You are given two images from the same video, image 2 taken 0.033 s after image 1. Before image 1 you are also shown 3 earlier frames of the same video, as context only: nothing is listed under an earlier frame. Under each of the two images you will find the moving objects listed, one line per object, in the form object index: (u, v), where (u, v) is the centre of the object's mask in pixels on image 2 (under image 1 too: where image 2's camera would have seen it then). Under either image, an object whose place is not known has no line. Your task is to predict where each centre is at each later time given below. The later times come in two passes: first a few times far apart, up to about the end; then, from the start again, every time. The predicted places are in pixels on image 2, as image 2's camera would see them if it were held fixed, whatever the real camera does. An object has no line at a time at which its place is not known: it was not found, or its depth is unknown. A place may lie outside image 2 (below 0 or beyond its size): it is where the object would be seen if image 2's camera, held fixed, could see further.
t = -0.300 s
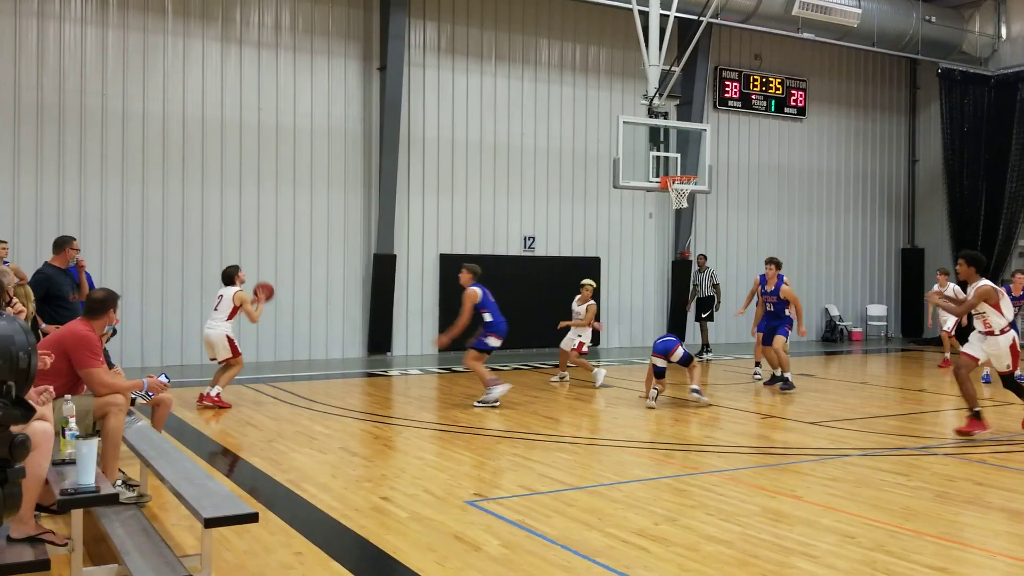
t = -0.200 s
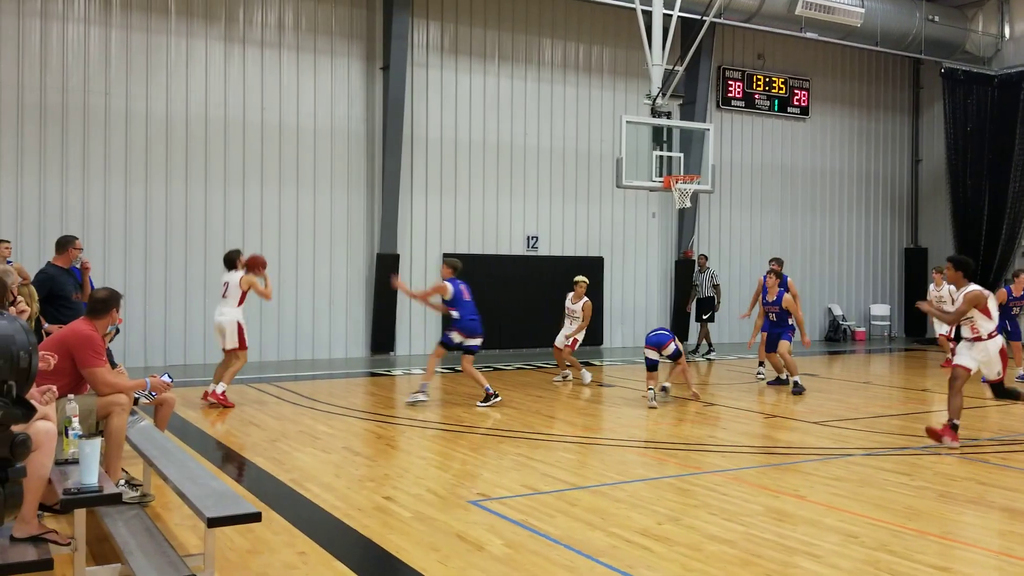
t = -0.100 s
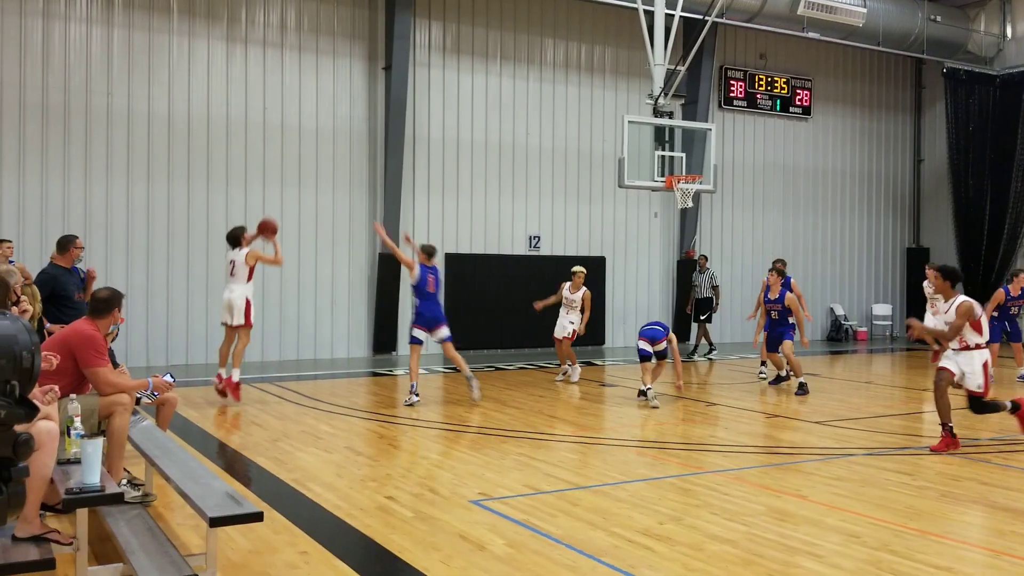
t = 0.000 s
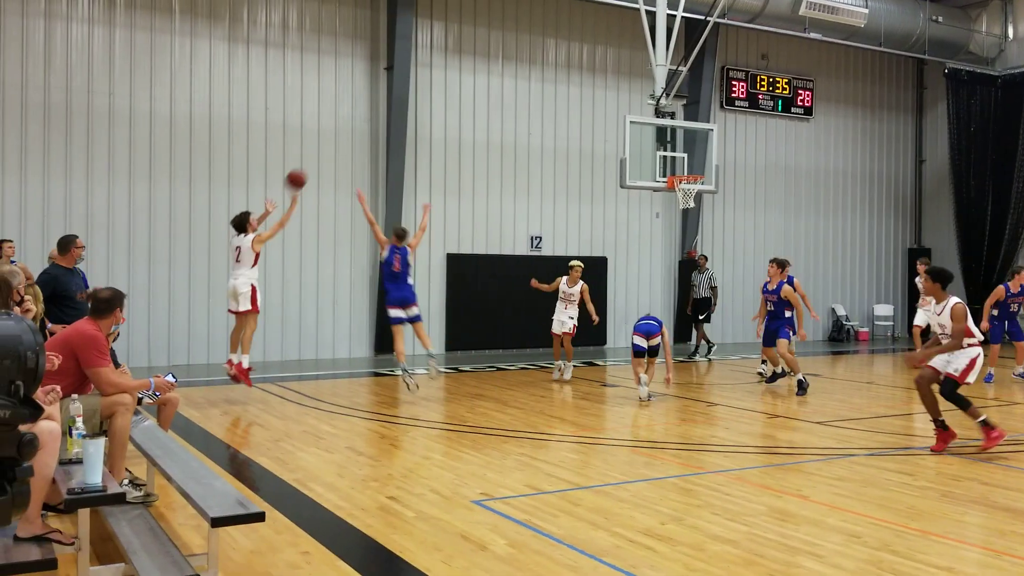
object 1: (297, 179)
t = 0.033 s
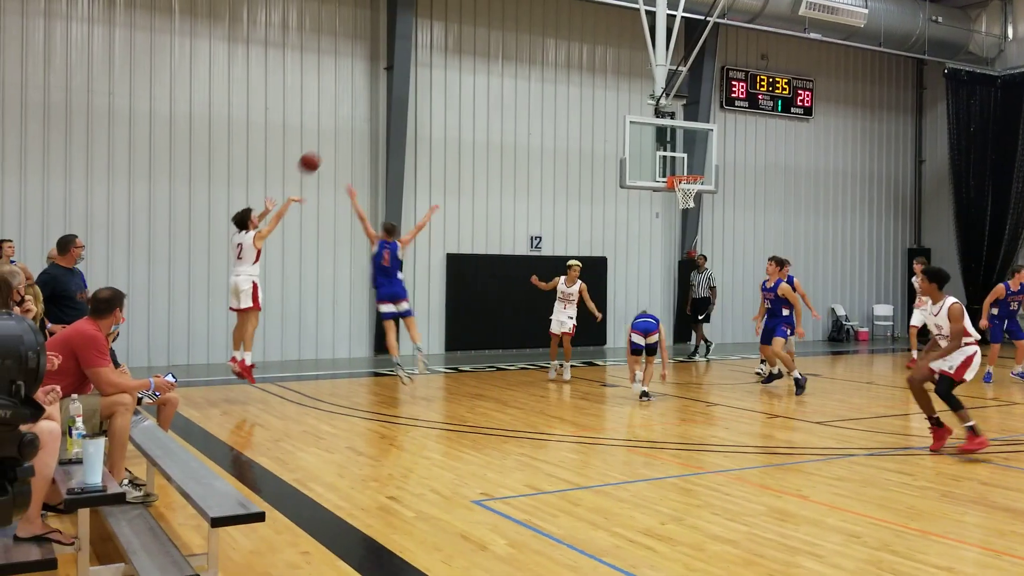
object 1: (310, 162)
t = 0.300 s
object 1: (411, 64)
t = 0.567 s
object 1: (500, 25)
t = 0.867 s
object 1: (588, 44)
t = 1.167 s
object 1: (664, 120)
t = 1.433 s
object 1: (687, 186)
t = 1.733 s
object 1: (686, 195)
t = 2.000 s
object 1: (698, 236)
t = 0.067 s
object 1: (323, 146)
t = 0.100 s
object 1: (336, 131)
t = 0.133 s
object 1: (349, 117)
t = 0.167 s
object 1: (362, 105)
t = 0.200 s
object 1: (375, 93)
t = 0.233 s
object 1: (387, 82)
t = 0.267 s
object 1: (399, 72)
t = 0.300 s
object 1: (411, 64)
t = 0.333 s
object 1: (423, 56)
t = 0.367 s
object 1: (435, 49)
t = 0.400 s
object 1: (446, 43)
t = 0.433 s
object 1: (458, 38)
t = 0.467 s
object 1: (468, 34)
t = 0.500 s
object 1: (479, 30)
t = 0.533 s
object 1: (490, 27)
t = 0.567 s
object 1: (500, 25)
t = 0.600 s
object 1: (511, 25)
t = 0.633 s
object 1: (521, 24)
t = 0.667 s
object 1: (531, 25)
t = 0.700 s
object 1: (541, 26)
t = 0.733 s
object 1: (550, 28)
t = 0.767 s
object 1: (560, 31)
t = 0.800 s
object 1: (570, 35)
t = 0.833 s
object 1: (579, 39)
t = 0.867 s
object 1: (588, 44)
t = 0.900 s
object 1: (597, 50)
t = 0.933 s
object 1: (606, 57)
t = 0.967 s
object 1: (615, 64)
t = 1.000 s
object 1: (623, 72)
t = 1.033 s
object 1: (632, 80)
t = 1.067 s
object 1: (640, 89)
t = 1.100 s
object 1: (648, 99)
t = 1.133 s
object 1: (657, 109)
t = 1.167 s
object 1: (664, 120)
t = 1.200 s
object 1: (672, 131)
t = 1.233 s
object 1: (681, 143)
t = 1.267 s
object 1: (689, 155)
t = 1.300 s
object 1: (696, 168)
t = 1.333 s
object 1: (696, 172)
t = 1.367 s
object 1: (690, 179)
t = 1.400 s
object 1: (690, 184)
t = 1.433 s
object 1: (687, 186)
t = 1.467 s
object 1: (678, 189)
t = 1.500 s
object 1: (677, 190)
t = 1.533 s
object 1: (678, 192)
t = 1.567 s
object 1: (678, 193)
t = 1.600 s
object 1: (679, 193)
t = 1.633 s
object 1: (680, 193)
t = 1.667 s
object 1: (682, 193)
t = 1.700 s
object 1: (684, 193)
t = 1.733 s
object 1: (686, 195)
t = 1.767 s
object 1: (687, 197)
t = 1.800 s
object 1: (689, 200)
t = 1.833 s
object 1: (691, 204)
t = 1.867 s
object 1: (693, 209)
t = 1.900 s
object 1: (694, 214)
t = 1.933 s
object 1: (695, 221)
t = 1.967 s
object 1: (697, 228)
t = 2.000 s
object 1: (698, 236)
